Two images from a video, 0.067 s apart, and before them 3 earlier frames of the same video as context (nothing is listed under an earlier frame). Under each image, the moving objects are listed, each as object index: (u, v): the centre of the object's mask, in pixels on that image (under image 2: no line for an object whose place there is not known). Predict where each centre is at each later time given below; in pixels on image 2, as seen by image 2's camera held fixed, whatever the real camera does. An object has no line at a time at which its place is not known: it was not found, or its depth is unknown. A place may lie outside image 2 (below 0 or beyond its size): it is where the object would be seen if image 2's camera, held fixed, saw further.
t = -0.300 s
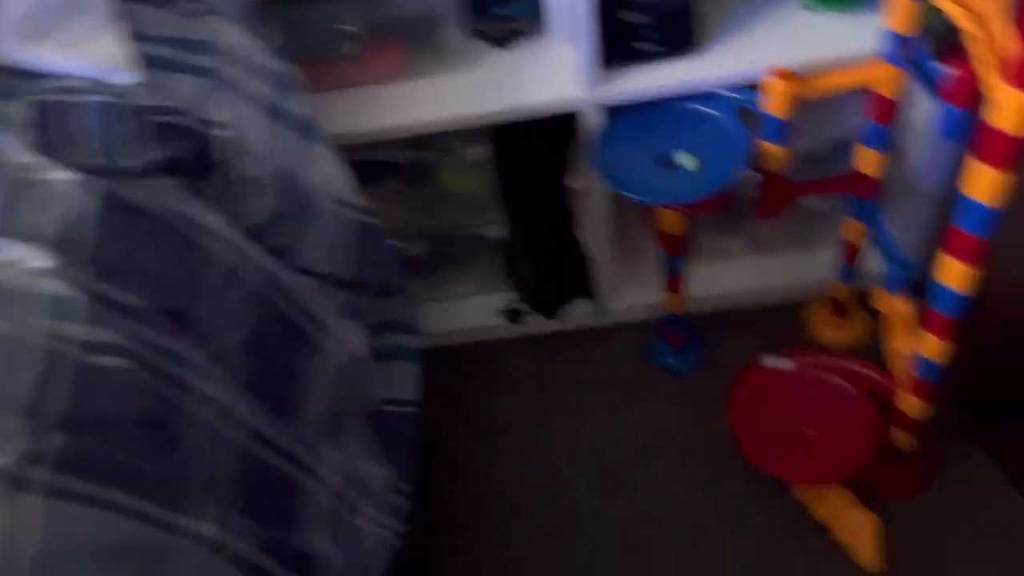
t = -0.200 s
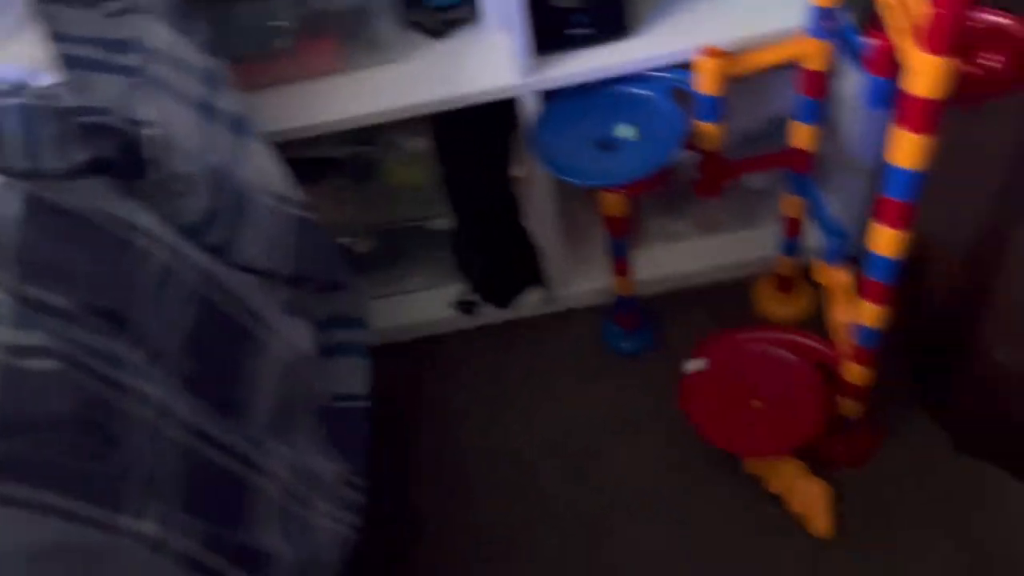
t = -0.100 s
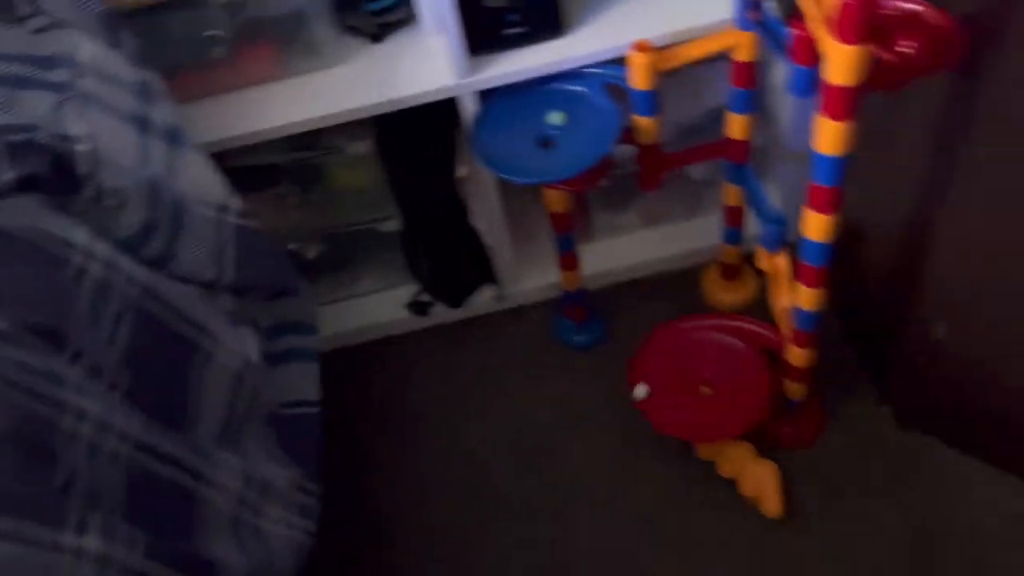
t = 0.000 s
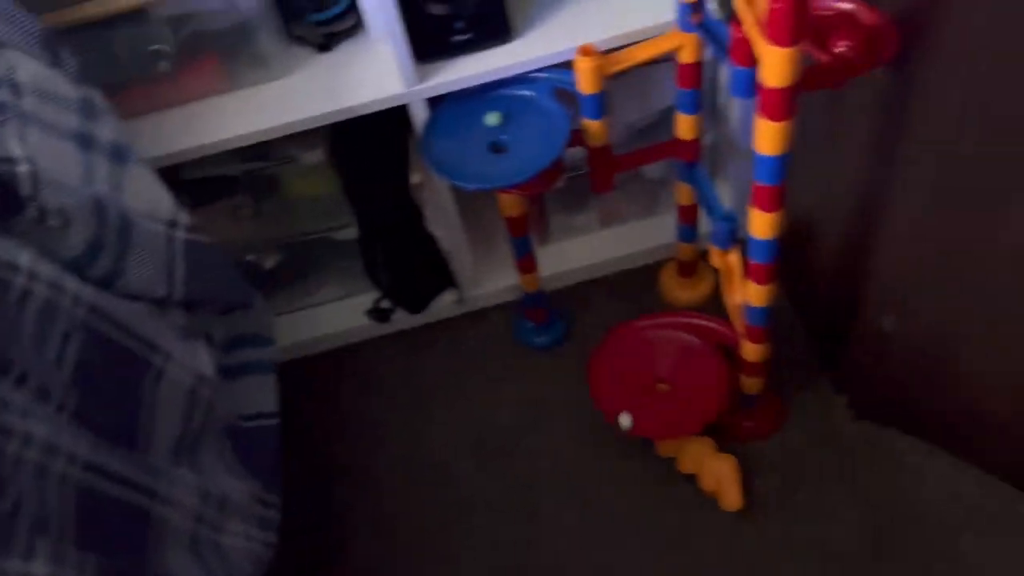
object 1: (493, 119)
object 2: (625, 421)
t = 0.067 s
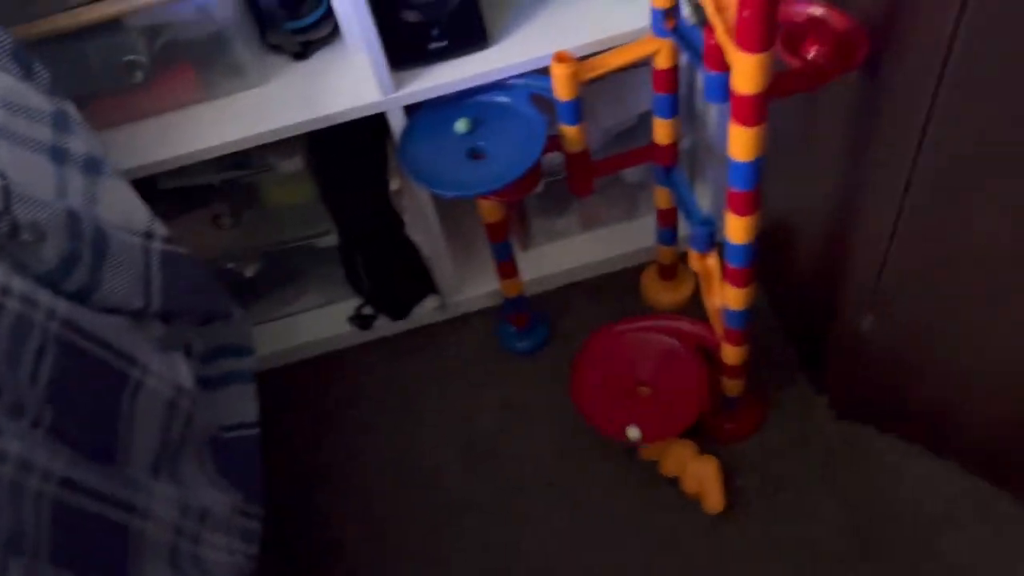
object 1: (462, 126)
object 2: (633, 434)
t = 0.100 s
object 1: (459, 127)
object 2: (646, 433)
